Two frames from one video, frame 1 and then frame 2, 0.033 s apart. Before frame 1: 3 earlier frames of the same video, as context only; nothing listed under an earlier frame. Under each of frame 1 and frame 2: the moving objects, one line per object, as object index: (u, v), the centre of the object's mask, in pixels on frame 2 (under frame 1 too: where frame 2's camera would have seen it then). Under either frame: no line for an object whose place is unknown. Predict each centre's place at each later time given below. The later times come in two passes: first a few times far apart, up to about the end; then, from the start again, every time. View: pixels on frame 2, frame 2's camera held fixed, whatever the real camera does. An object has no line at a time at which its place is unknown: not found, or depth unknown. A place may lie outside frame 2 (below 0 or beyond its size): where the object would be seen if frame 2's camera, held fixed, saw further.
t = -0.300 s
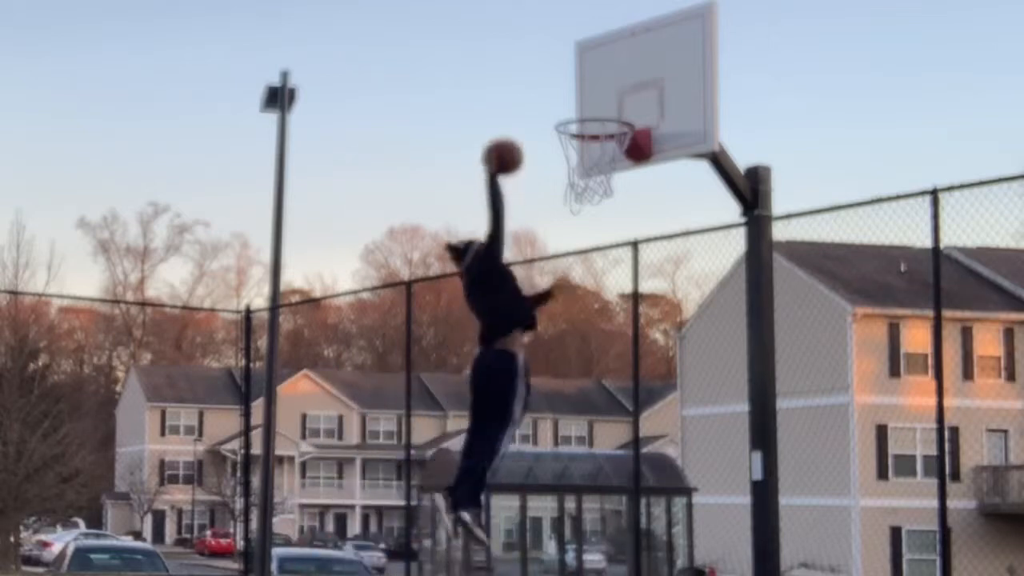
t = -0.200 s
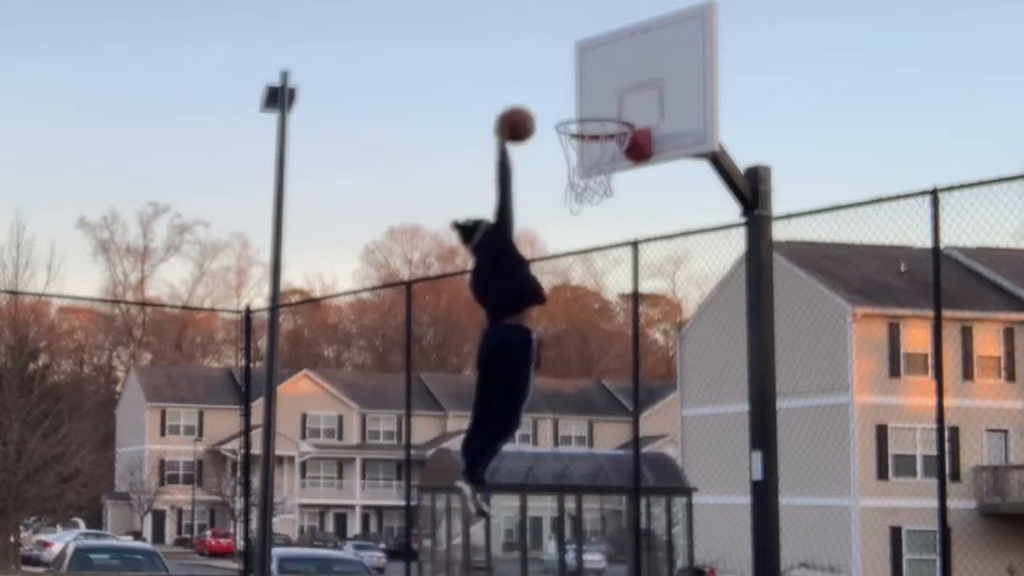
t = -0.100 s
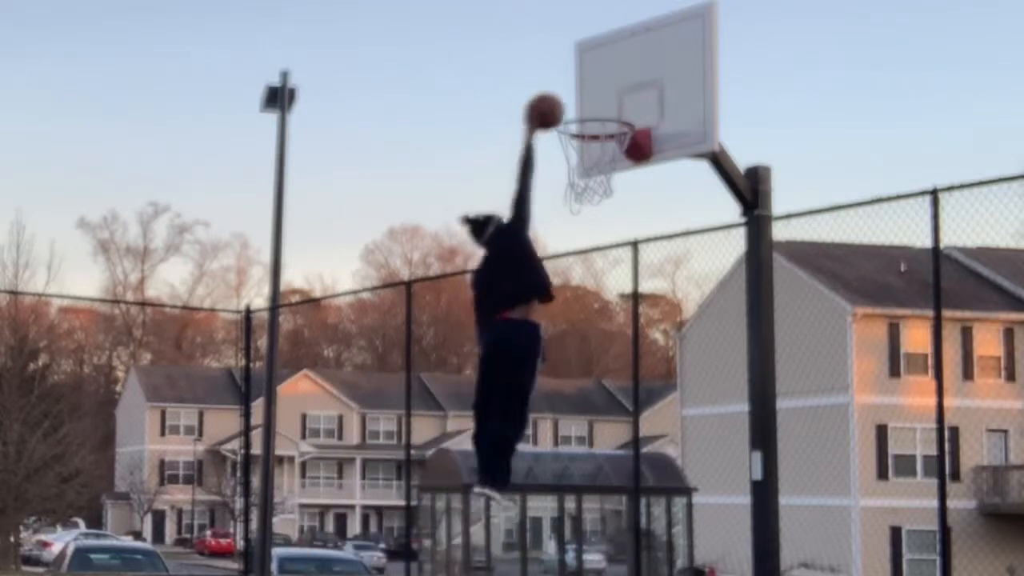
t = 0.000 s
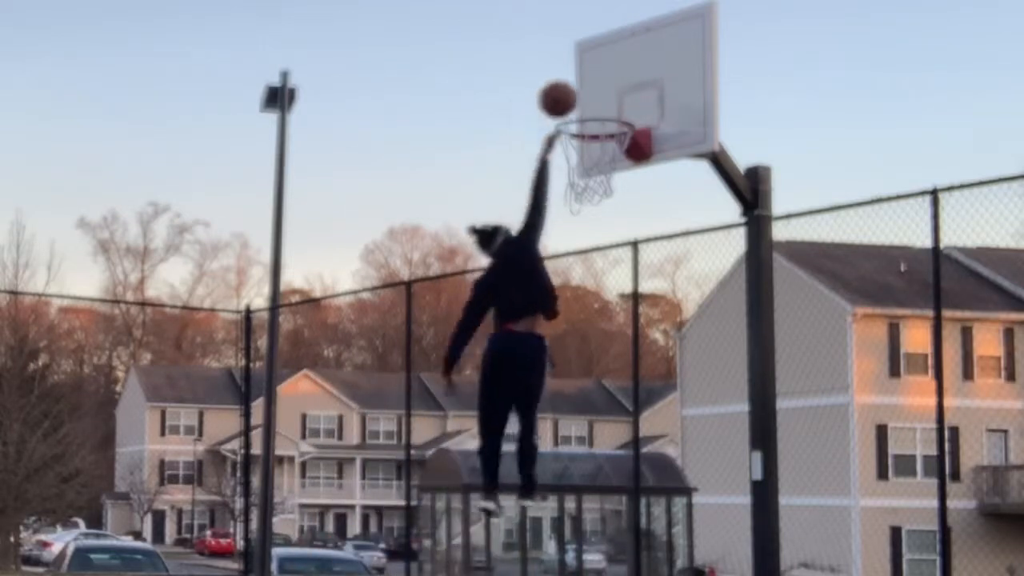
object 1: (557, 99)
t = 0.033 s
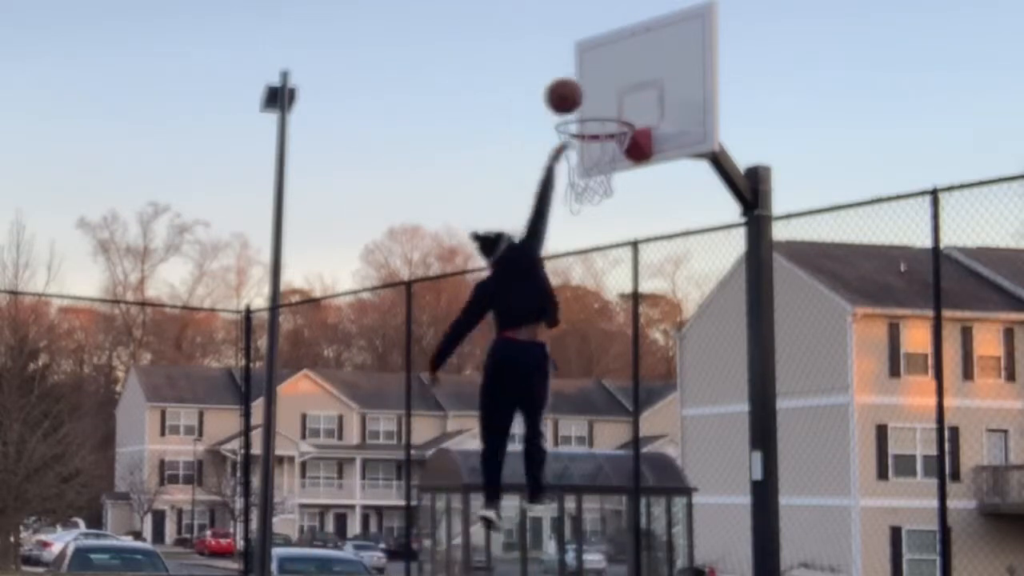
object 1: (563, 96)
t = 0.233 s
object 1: (598, 114)
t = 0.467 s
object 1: (601, 111)
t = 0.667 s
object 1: (584, 124)
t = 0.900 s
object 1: (576, 175)
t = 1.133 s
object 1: (577, 192)
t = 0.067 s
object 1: (569, 95)
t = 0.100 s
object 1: (575, 95)
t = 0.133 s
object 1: (581, 98)
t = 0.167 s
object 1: (586, 101)
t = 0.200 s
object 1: (593, 107)
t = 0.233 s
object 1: (598, 114)
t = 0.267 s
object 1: (601, 115)
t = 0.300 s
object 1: (601, 110)
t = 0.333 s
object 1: (601, 108)
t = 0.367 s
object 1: (601, 106)
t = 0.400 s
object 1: (601, 106)
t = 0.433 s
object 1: (601, 108)
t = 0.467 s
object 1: (601, 111)
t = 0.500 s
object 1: (598, 109)
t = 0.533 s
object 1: (595, 109)
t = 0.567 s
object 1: (593, 110)
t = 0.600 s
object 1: (590, 113)
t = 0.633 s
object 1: (587, 119)
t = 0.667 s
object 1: (584, 124)
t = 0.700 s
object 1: (581, 132)
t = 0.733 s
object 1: (580, 141)
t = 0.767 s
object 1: (580, 151)
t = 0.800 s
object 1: (579, 161)
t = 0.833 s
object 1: (579, 175)
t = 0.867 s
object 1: (578, 175)
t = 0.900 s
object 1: (576, 175)
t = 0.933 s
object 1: (575, 175)
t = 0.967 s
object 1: (574, 176)
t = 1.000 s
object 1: (573, 179)
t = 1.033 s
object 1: (573, 180)
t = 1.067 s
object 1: (574, 183)
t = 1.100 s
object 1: (576, 187)
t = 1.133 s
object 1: (577, 192)
